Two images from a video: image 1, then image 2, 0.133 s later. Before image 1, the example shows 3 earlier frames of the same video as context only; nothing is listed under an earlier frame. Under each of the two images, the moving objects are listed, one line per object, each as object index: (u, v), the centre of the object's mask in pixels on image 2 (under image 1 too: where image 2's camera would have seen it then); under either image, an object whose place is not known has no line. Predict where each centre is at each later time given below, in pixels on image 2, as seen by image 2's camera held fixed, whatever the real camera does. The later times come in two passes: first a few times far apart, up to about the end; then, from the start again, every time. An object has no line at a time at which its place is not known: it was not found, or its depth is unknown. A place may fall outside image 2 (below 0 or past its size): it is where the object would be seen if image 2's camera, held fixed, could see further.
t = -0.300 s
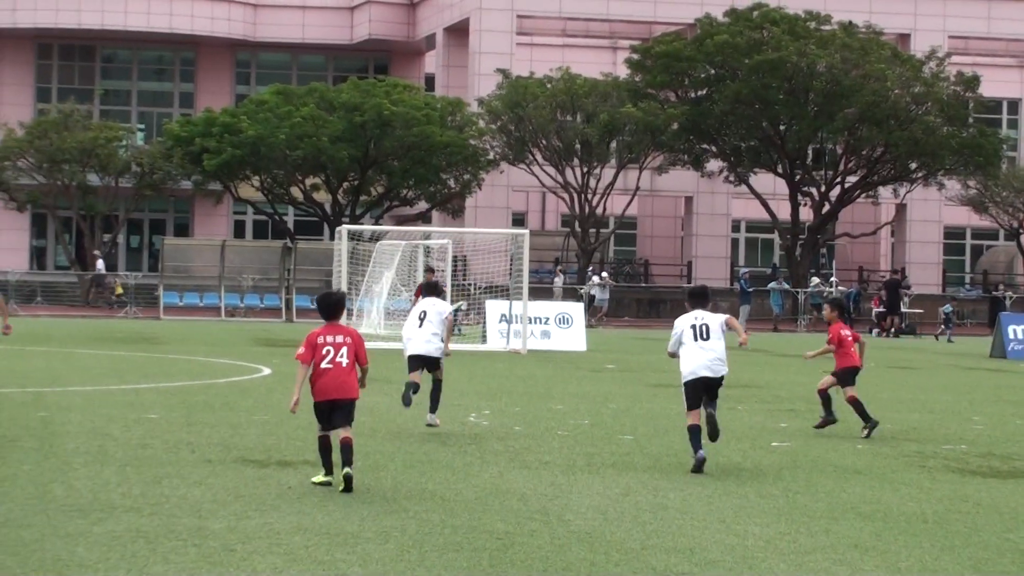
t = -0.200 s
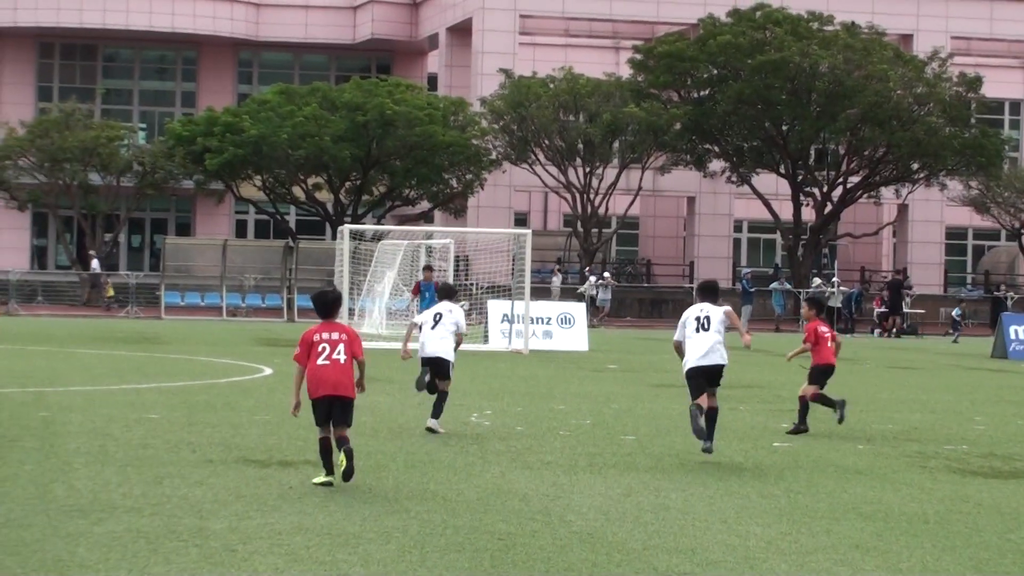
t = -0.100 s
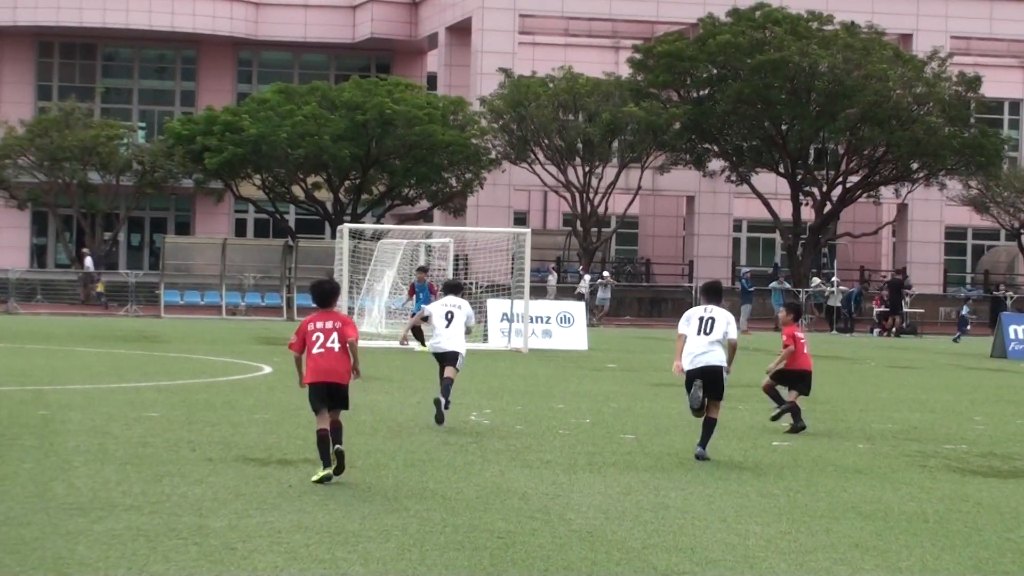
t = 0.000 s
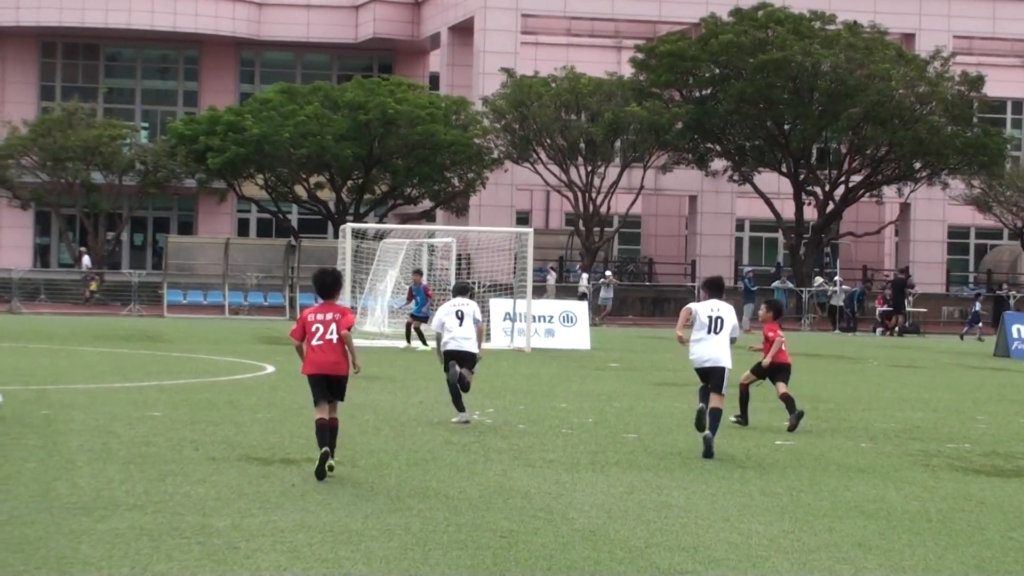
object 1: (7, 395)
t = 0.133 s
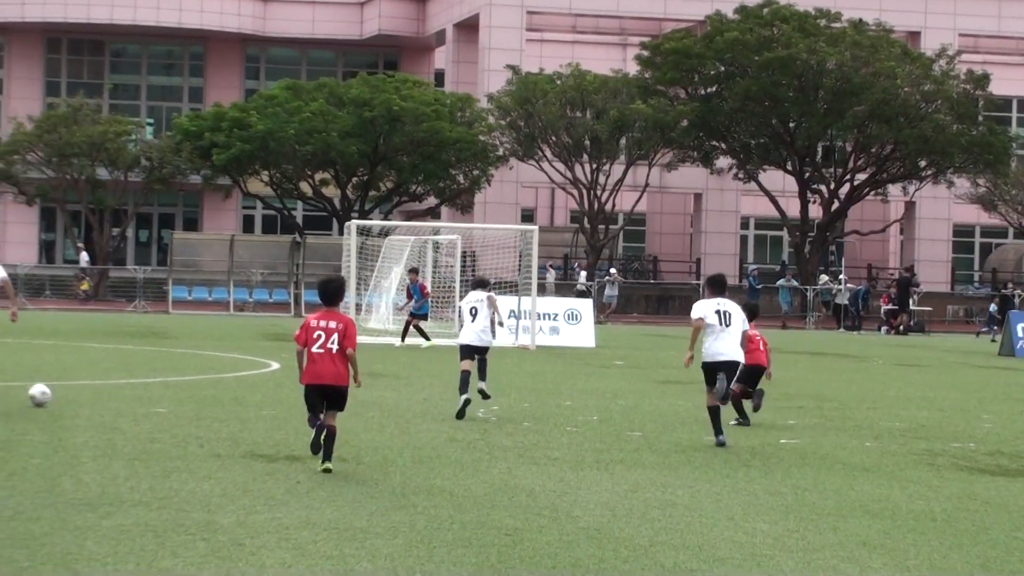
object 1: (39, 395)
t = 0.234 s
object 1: (66, 392)
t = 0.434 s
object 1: (108, 387)
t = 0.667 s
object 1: (151, 381)
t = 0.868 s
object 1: (182, 376)
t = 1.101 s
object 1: (219, 371)
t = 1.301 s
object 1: (245, 368)
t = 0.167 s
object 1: (49, 394)
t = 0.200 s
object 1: (58, 393)
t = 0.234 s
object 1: (66, 392)
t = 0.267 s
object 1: (73, 392)
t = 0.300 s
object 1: (81, 390)
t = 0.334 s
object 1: (88, 389)
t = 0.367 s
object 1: (95, 389)
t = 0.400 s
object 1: (102, 388)
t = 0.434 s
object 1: (108, 387)
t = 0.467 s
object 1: (115, 386)
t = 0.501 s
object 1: (121, 384)
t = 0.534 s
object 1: (128, 384)
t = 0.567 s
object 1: (135, 383)
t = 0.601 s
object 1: (140, 382)
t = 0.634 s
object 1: (146, 381)
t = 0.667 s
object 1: (151, 381)
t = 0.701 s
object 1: (156, 380)
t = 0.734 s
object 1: (161, 378)
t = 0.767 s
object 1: (167, 378)
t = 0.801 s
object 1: (172, 378)
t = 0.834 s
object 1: (177, 376)
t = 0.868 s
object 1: (182, 376)
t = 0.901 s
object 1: (188, 375)
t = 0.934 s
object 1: (195, 374)
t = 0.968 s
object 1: (199, 373)
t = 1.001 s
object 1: (203, 373)
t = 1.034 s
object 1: (209, 372)
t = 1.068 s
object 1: (215, 371)
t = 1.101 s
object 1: (219, 371)
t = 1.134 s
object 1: (223, 370)
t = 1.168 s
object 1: (228, 370)
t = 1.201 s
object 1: (232, 369)
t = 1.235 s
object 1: (236, 368)
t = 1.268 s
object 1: (241, 368)
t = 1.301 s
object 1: (245, 368)
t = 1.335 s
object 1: (248, 367)
